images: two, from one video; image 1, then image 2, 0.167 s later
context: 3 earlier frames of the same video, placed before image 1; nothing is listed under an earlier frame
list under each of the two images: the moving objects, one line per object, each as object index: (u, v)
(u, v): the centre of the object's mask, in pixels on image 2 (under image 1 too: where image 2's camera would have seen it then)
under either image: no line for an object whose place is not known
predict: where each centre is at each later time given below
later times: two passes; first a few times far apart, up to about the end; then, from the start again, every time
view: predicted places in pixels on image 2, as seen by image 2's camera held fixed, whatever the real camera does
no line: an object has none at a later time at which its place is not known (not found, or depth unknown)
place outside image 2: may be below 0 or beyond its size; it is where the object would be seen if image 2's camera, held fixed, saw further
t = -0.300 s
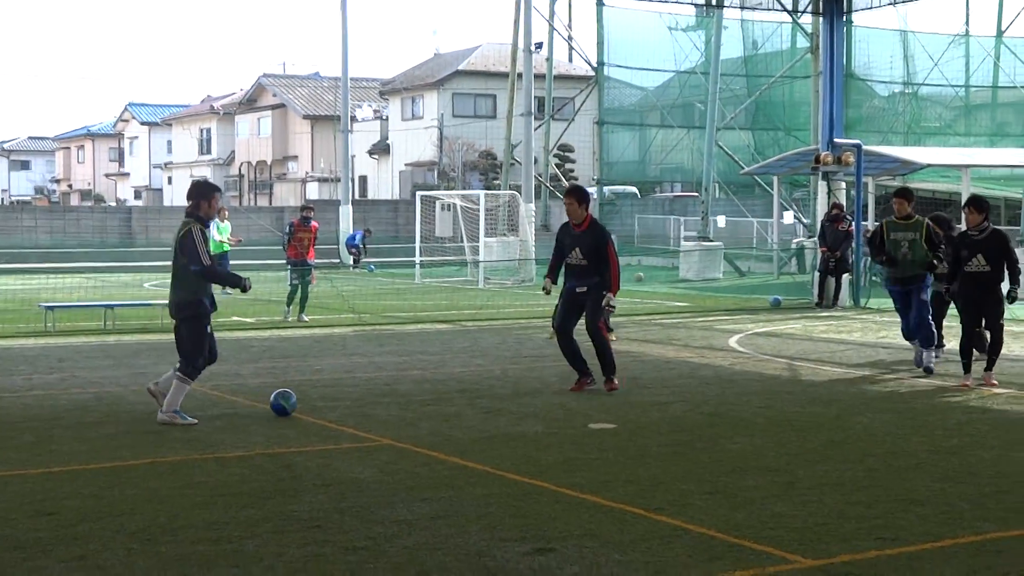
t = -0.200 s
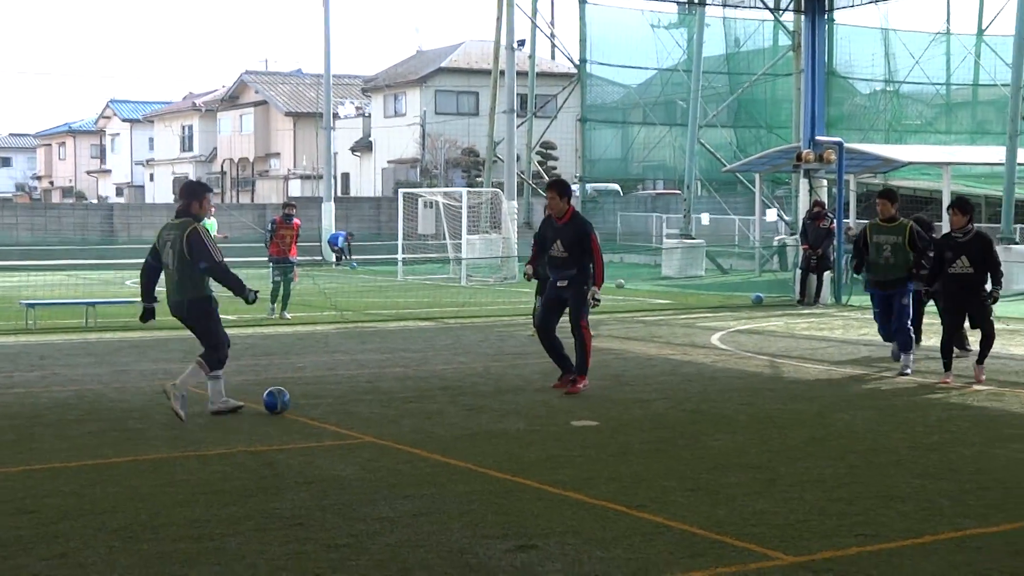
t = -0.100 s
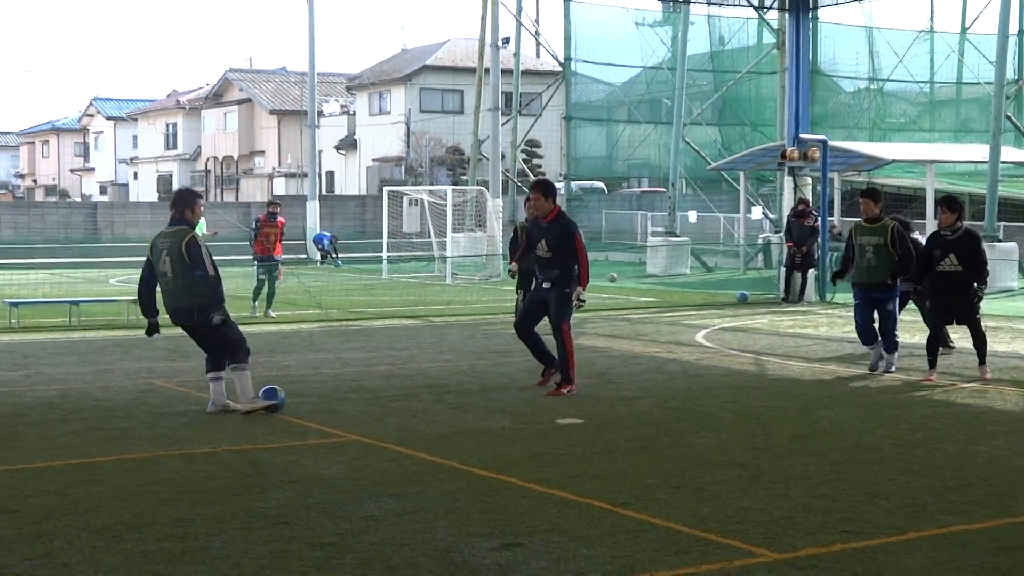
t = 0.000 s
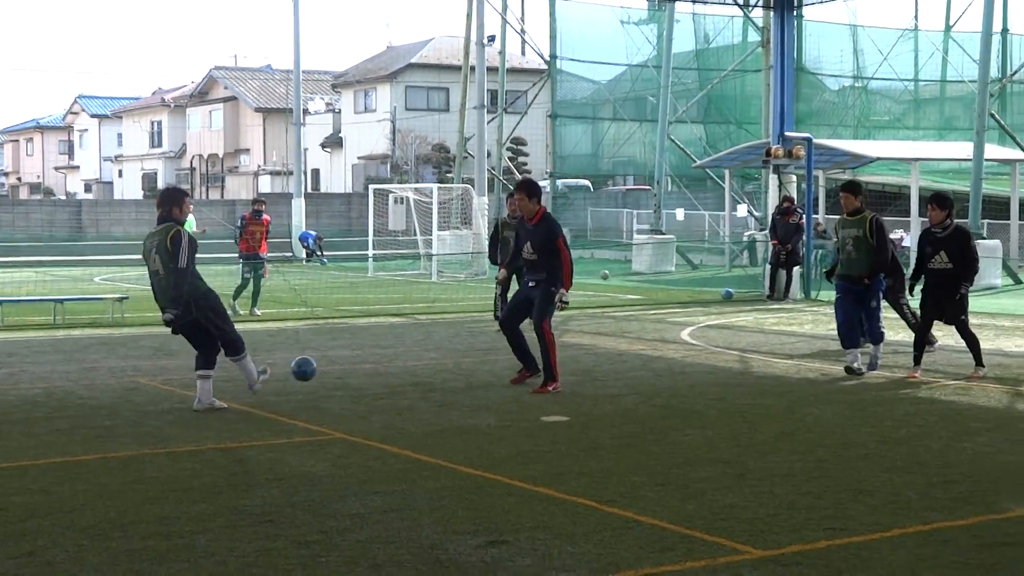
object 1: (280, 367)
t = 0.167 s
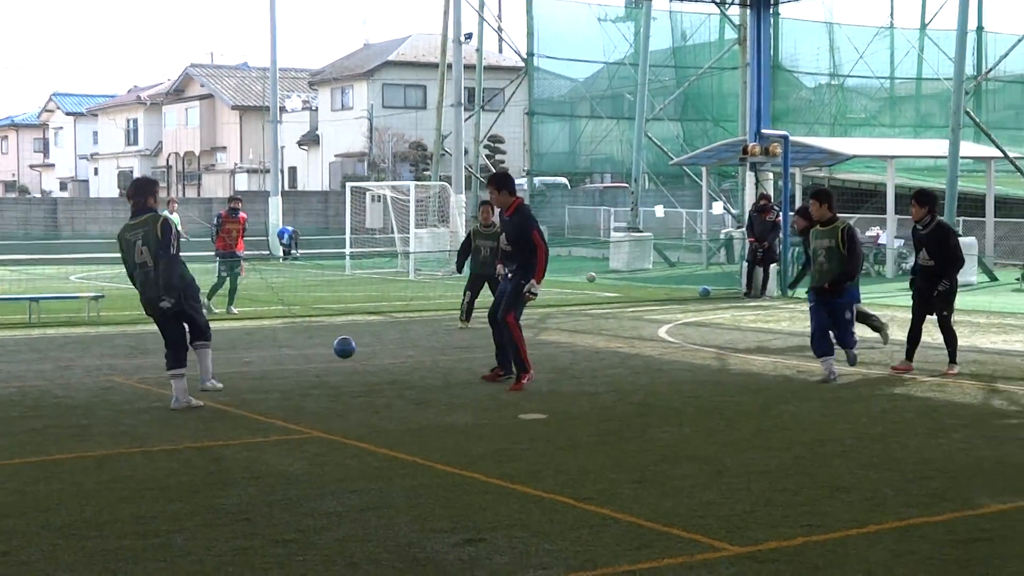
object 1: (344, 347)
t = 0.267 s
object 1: (374, 351)
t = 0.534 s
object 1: (423, 334)
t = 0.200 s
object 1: (355, 347)
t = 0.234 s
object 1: (365, 348)
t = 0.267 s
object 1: (374, 351)
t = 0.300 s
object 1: (382, 348)
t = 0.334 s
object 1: (389, 343)
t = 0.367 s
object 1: (395, 339)
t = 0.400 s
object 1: (401, 337)
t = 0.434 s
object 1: (408, 336)
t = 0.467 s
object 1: (413, 335)
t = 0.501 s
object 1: (419, 336)
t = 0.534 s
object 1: (423, 334)
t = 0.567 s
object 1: (427, 332)
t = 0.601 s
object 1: (431, 330)
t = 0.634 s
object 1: (435, 330)
